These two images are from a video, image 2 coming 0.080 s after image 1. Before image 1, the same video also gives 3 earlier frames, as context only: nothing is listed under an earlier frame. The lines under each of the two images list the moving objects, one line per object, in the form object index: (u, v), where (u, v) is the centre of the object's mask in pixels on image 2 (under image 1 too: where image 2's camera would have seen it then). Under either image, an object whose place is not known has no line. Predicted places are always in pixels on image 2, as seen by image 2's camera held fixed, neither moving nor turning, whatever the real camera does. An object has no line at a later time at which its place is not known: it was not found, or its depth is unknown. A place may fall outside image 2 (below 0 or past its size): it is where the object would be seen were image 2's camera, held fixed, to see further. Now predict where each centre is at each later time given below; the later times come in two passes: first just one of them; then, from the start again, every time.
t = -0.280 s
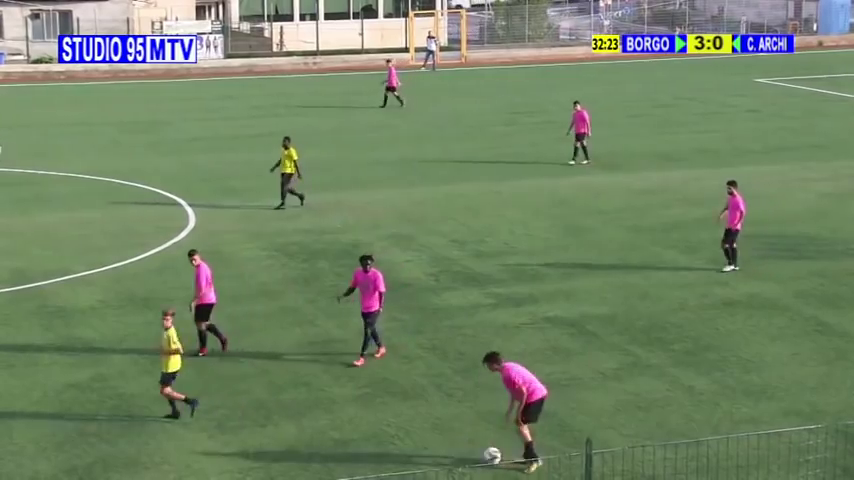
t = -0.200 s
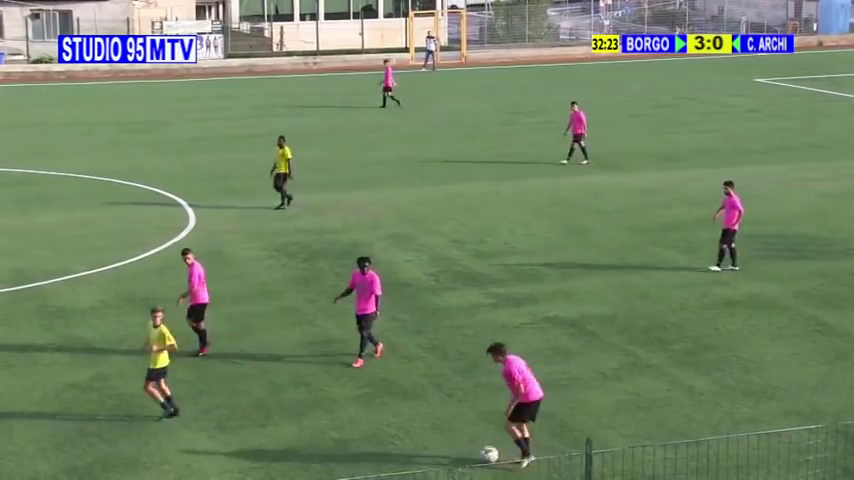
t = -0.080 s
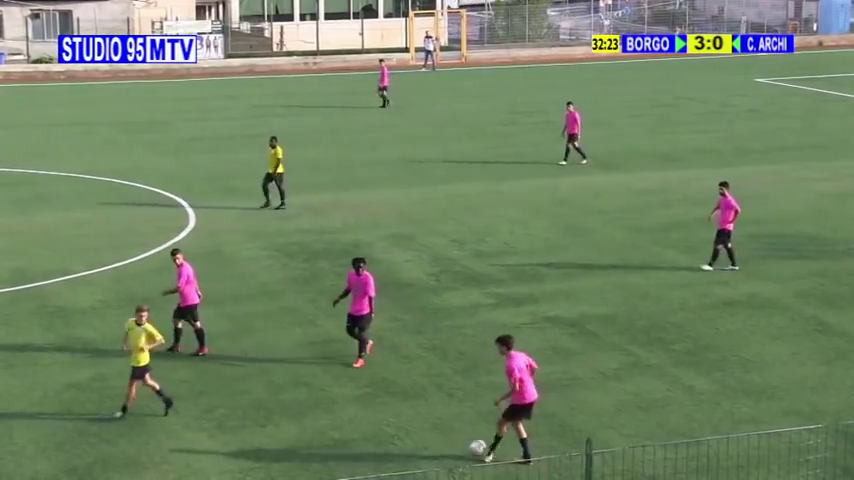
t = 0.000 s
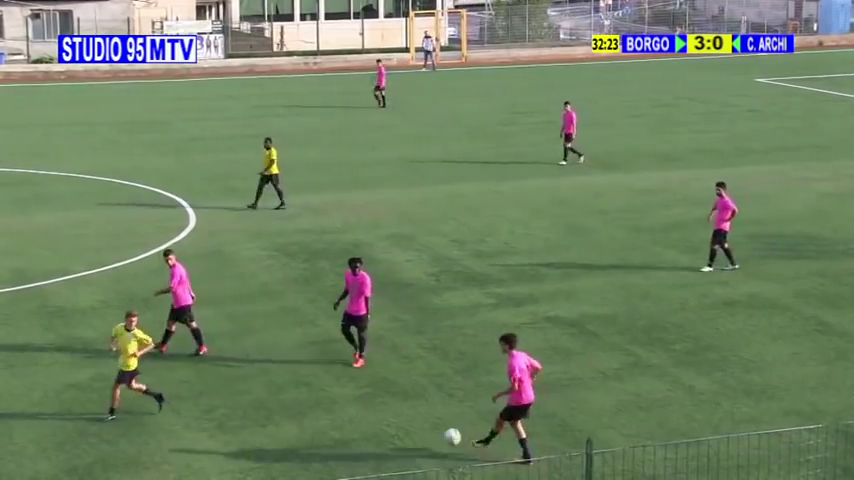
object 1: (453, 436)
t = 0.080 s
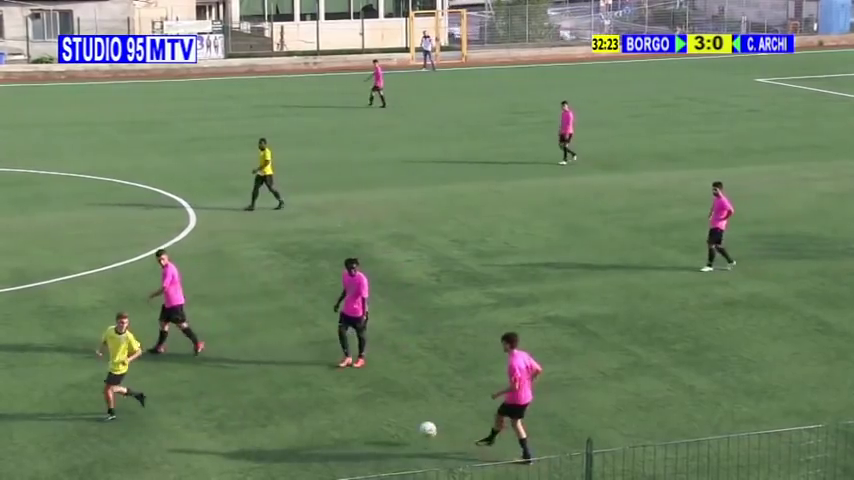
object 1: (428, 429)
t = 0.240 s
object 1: (384, 423)
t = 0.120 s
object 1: (416, 428)
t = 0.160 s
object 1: (404, 427)
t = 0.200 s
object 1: (392, 428)
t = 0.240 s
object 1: (384, 423)
